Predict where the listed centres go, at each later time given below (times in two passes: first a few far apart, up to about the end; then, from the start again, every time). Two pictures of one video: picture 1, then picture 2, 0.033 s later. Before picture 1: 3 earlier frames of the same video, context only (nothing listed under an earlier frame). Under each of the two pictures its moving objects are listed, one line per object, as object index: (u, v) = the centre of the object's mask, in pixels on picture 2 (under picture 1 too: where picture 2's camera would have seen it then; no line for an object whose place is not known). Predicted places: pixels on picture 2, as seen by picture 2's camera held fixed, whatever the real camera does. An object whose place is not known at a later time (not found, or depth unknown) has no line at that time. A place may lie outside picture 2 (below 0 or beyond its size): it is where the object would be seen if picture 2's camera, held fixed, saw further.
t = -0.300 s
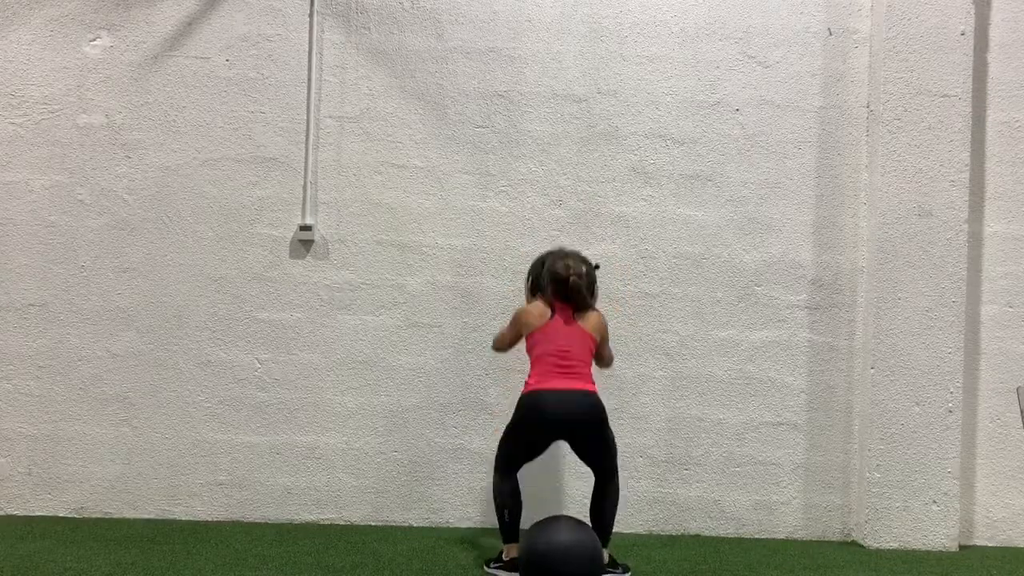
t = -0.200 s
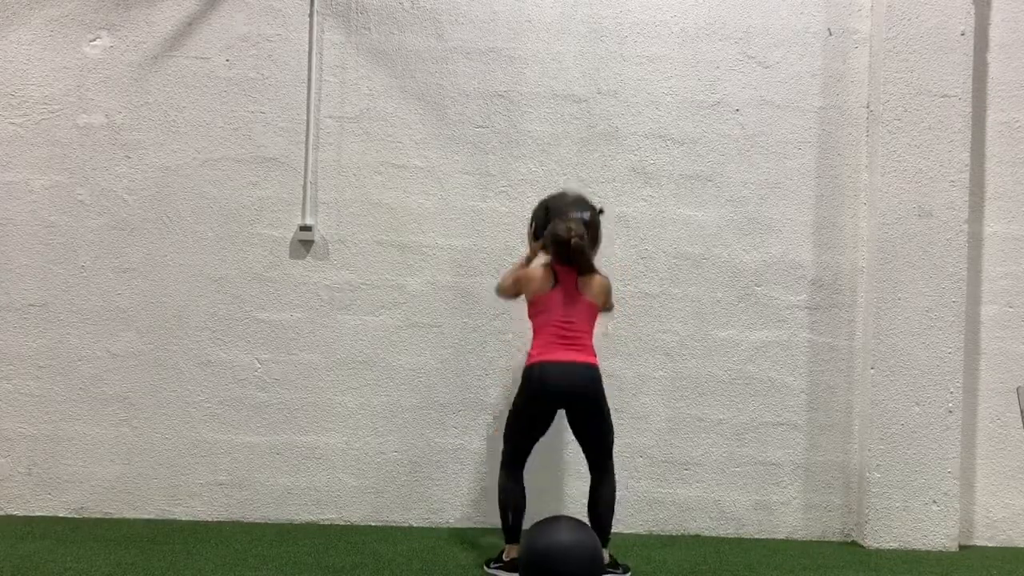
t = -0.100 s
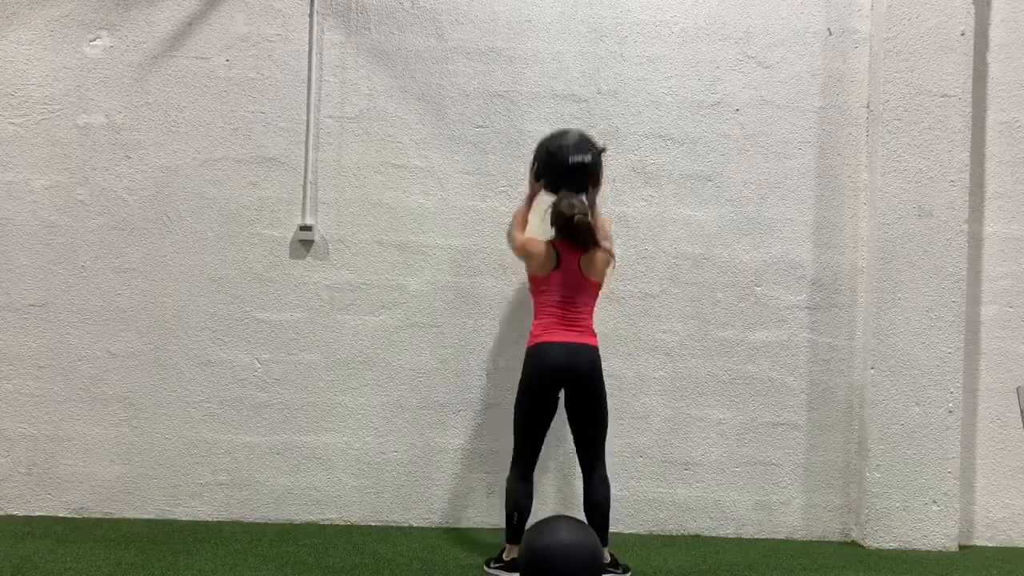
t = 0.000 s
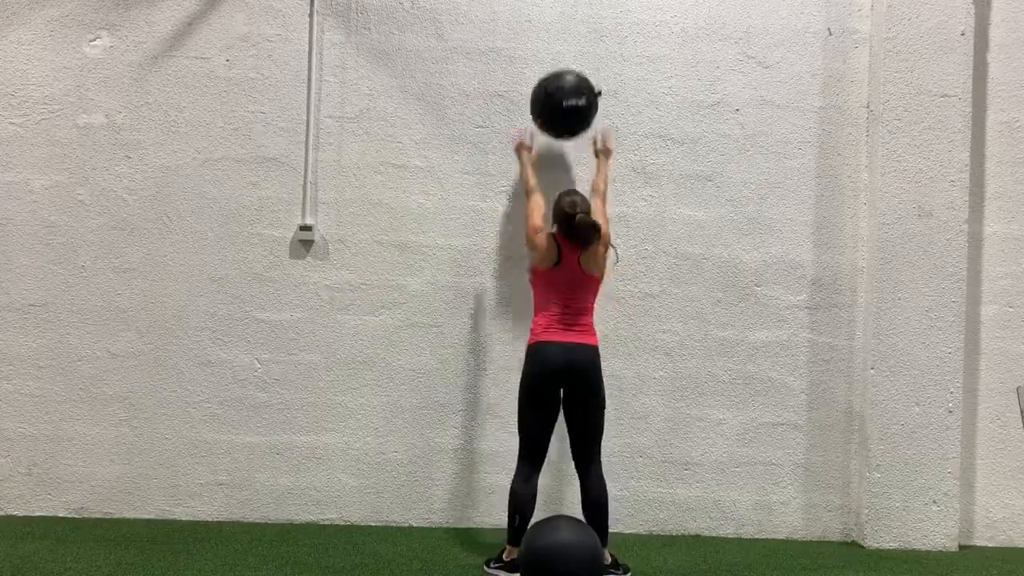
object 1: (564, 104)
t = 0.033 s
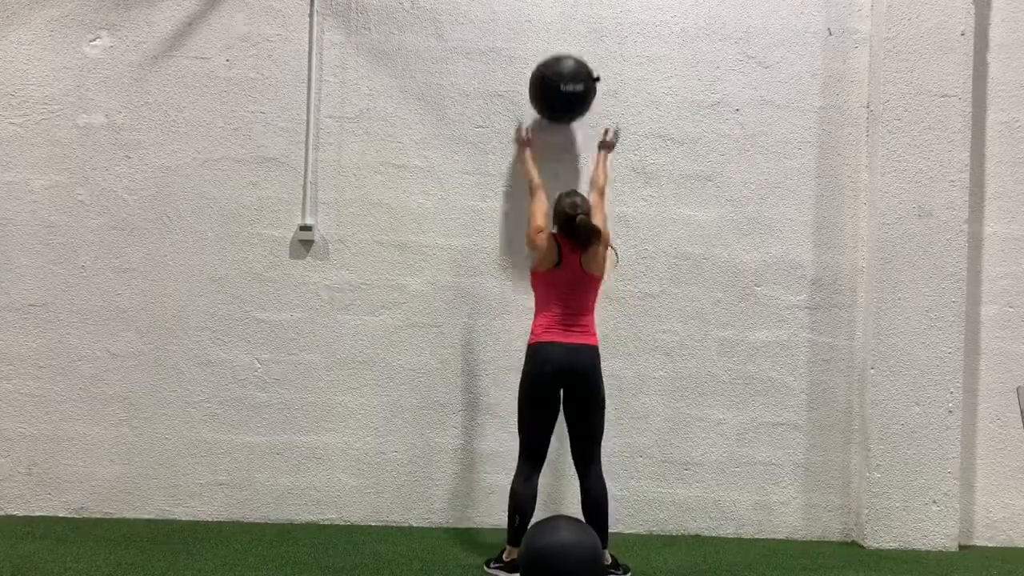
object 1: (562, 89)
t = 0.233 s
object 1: (557, 41)
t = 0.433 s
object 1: (550, 64)
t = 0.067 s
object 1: (560, 76)
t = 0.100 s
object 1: (559, 67)
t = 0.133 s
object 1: (559, 57)
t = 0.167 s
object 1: (558, 50)
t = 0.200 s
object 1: (558, 45)
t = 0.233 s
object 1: (557, 41)
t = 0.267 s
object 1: (556, 39)
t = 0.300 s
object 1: (556, 40)
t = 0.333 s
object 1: (555, 43)
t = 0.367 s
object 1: (553, 48)
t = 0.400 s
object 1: (552, 55)
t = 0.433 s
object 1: (550, 64)
